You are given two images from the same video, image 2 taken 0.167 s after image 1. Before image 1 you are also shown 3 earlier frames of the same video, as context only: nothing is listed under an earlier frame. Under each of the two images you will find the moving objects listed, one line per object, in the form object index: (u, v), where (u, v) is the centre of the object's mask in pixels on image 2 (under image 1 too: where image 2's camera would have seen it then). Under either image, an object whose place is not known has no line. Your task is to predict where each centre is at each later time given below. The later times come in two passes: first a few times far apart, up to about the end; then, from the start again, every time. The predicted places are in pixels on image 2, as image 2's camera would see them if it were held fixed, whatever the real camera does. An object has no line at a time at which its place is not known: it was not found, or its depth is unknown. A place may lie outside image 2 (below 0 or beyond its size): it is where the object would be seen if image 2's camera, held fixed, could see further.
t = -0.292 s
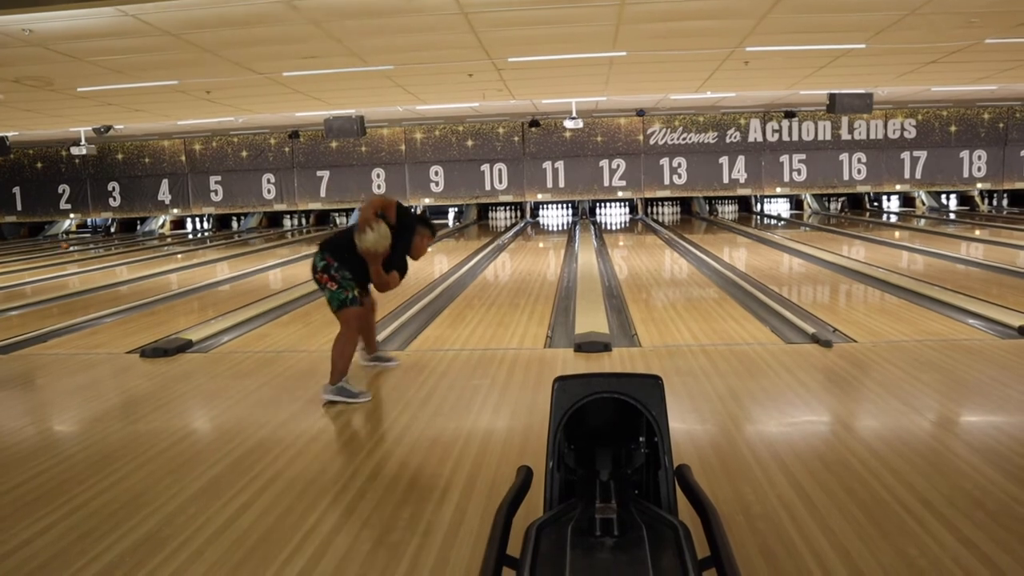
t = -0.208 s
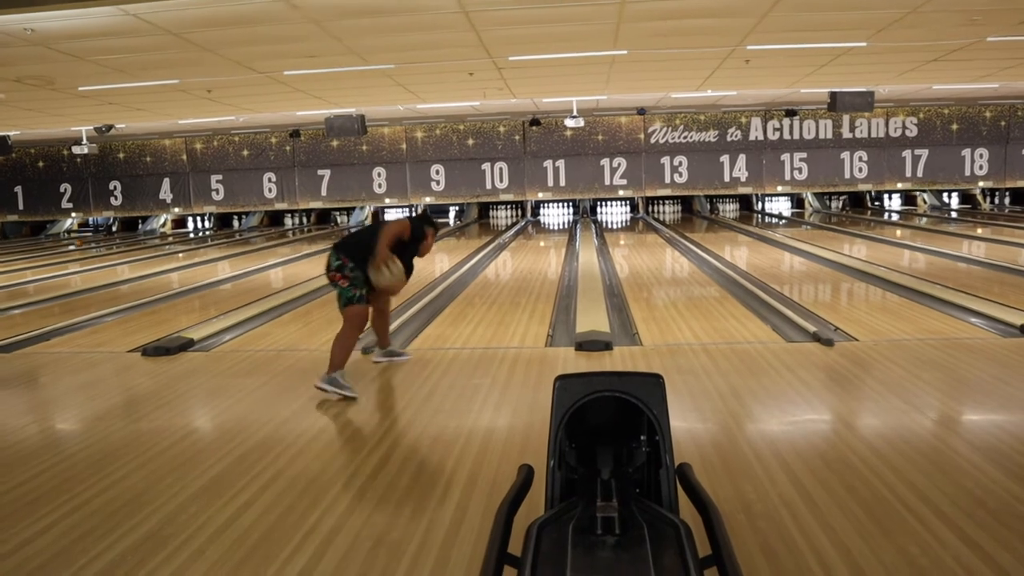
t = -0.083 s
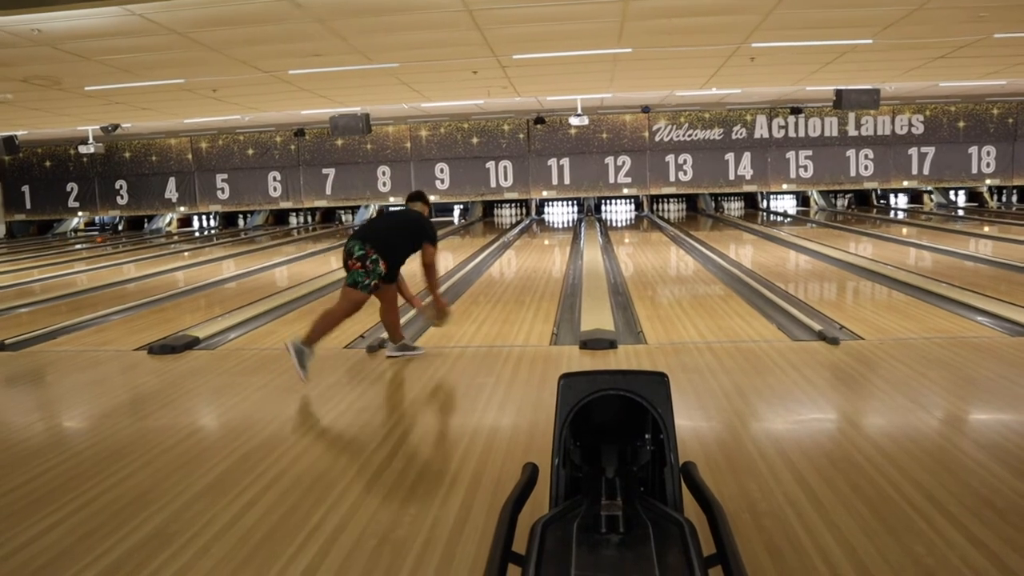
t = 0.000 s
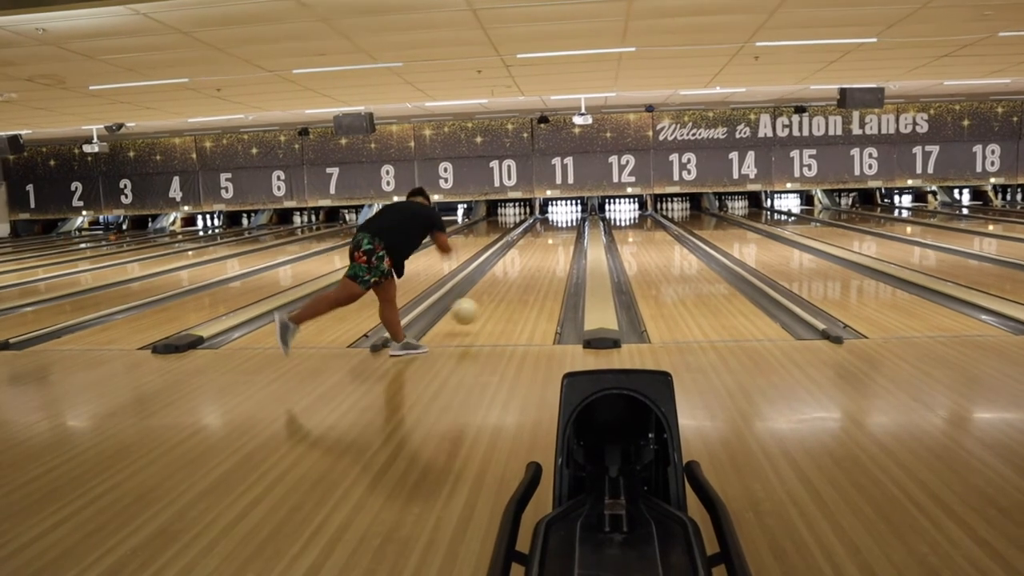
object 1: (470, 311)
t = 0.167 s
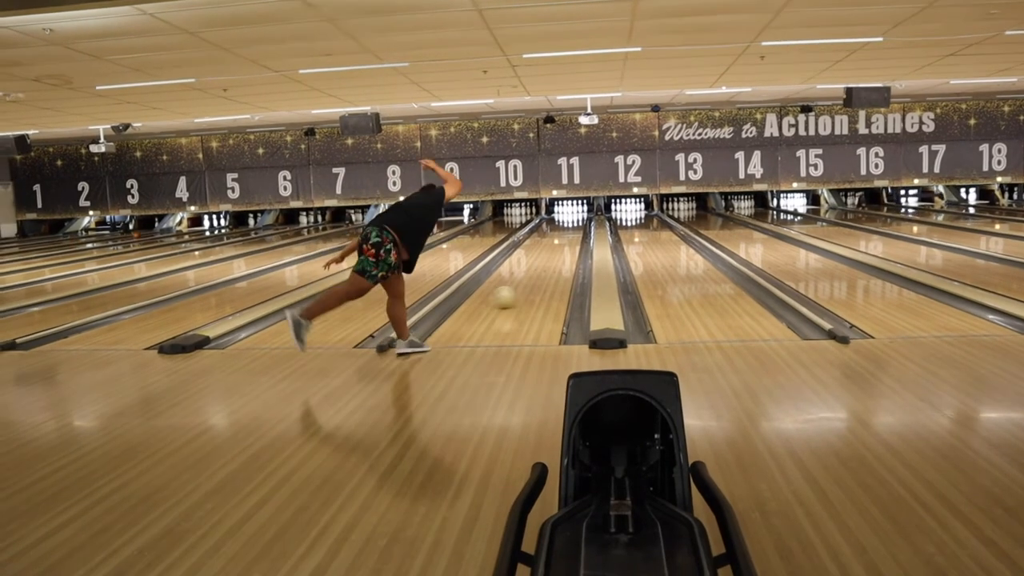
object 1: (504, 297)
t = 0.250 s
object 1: (517, 287)
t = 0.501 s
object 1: (544, 266)
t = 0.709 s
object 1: (560, 252)
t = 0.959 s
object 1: (573, 240)
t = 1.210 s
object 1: (582, 230)
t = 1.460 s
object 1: (588, 227)
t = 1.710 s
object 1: (589, 223)
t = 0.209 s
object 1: (510, 292)
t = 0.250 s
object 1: (517, 287)
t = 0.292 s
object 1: (523, 285)
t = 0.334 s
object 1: (527, 280)
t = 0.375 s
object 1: (531, 276)
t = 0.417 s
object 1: (535, 272)
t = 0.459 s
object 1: (541, 269)
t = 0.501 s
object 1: (544, 266)
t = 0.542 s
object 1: (548, 262)
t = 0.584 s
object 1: (551, 260)
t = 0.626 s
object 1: (555, 257)
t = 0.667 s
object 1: (557, 254)
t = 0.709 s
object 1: (560, 252)
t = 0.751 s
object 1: (562, 249)
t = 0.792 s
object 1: (565, 247)
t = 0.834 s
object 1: (568, 245)
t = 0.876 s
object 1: (570, 244)
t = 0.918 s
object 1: (571, 241)
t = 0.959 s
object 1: (573, 240)
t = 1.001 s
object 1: (575, 237)
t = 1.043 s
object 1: (577, 236)
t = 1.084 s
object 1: (578, 234)
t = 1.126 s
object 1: (579, 233)
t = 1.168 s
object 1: (581, 231)
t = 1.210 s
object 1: (582, 230)
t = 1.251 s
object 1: (583, 229)
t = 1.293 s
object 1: (584, 229)
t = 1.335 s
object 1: (585, 228)
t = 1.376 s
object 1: (587, 228)
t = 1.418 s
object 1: (589, 228)
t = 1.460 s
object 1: (588, 227)
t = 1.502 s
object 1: (588, 226)
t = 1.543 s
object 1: (587, 225)
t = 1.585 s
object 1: (587, 225)
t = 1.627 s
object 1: (588, 224)
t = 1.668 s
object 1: (589, 223)
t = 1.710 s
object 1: (589, 223)
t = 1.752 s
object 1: (589, 222)
